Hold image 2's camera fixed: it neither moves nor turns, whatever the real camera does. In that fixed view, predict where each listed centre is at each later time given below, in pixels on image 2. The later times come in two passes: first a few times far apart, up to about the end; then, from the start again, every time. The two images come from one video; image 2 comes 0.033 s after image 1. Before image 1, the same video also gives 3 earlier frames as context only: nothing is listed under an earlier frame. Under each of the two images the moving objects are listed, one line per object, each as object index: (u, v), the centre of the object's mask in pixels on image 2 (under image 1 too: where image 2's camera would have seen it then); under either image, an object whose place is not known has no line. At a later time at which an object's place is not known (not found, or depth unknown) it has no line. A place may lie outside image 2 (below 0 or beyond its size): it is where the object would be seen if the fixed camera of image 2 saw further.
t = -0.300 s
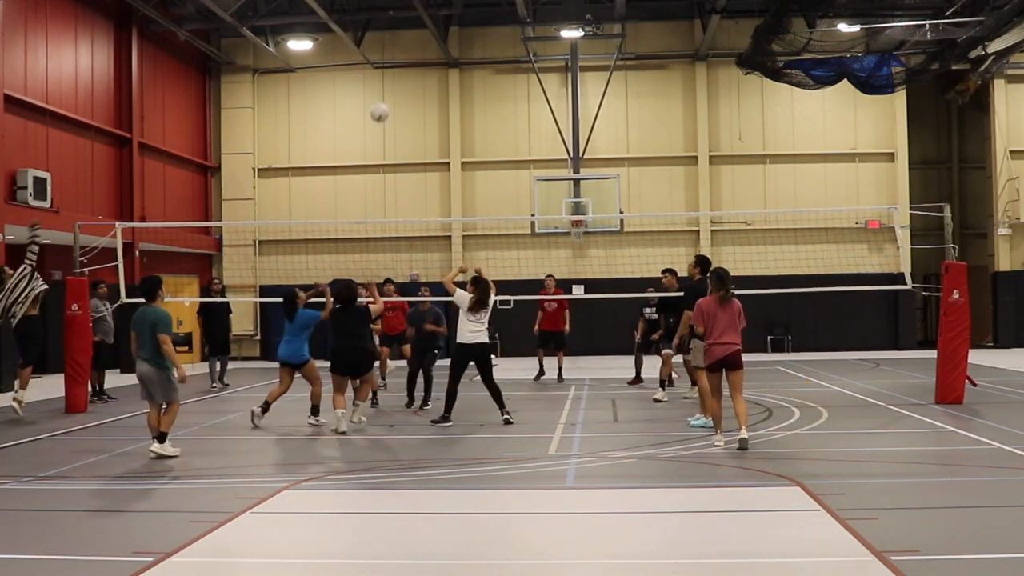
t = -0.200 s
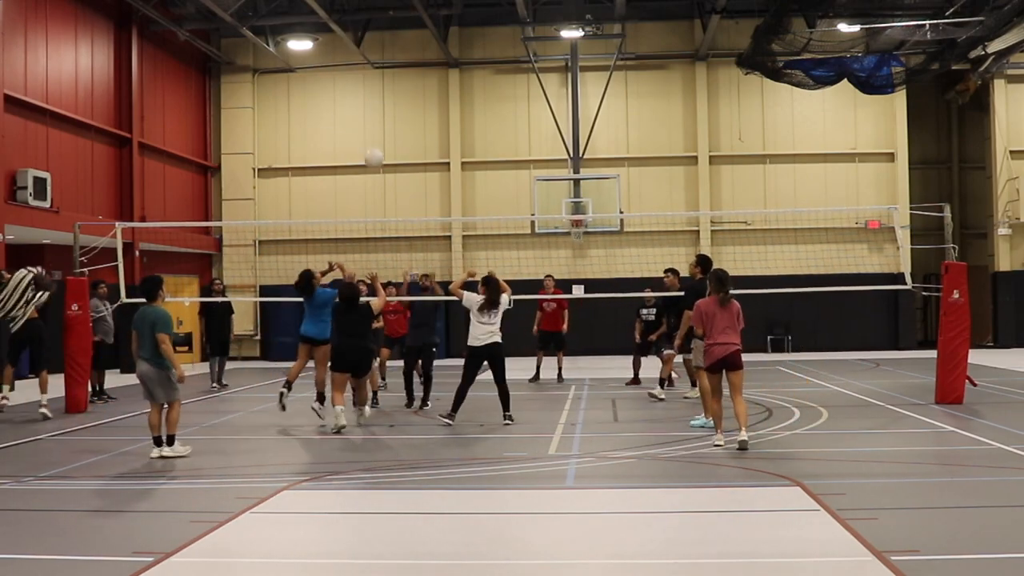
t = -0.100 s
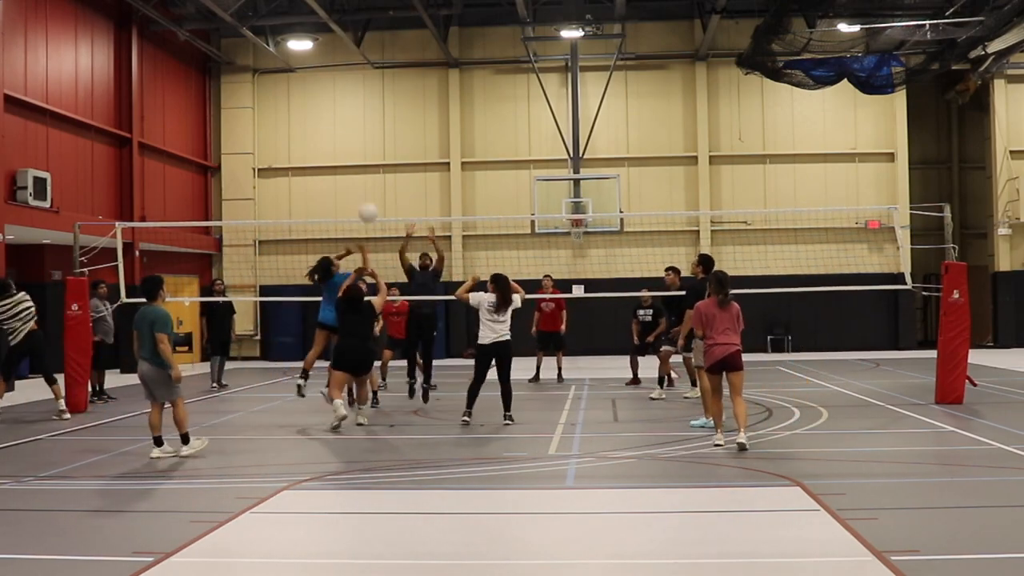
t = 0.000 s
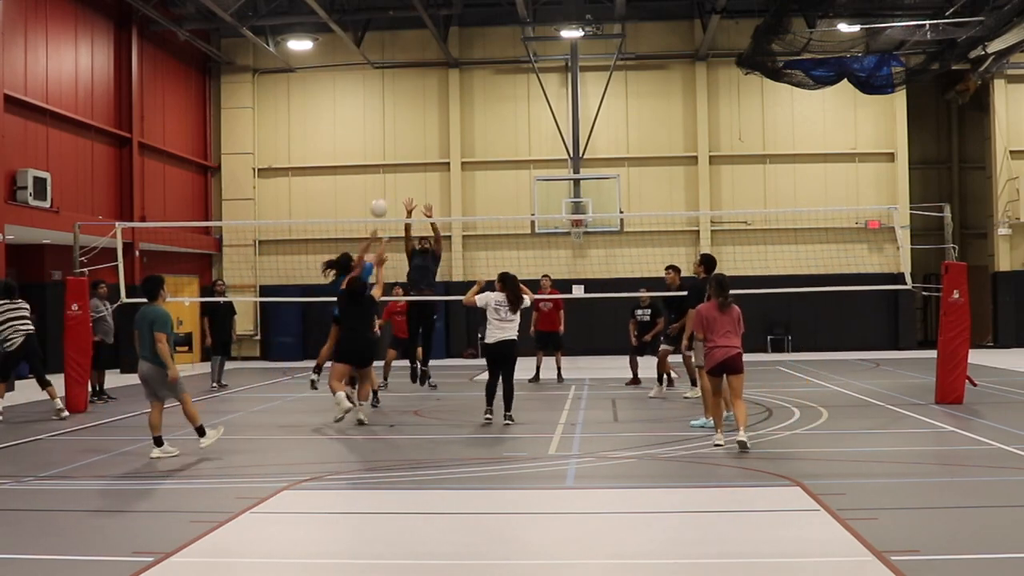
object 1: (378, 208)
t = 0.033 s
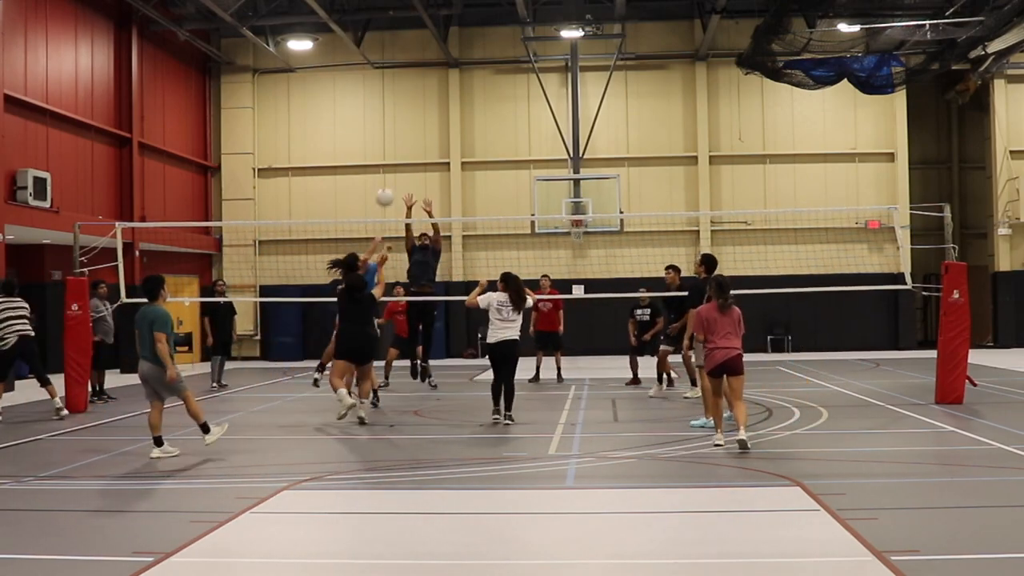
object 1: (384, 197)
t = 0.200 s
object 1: (410, 160)
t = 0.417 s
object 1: (439, 151)
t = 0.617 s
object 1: (461, 171)
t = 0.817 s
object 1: (479, 211)
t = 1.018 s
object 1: (495, 272)
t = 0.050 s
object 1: (387, 192)
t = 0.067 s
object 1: (390, 188)
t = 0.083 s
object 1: (392, 183)
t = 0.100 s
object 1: (395, 179)
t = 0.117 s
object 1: (398, 175)
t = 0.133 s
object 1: (401, 172)
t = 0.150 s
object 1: (403, 169)
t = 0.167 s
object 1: (405, 166)
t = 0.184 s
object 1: (408, 163)
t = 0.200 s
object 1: (410, 160)
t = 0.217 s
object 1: (413, 159)
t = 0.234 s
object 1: (416, 157)
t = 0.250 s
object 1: (418, 156)
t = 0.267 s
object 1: (420, 154)
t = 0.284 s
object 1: (422, 153)
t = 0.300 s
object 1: (424, 152)
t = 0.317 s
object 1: (427, 151)
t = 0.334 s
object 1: (429, 150)
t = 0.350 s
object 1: (431, 150)
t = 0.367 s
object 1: (433, 150)
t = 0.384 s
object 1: (435, 150)
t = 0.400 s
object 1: (437, 150)
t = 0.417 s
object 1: (439, 151)
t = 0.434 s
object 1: (441, 151)
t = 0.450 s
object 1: (443, 153)
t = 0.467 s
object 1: (445, 154)
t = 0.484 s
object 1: (447, 155)
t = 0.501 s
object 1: (449, 156)
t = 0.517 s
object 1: (451, 158)
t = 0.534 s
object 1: (453, 160)
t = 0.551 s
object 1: (454, 162)
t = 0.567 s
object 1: (457, 164)
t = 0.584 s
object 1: (458, 166)
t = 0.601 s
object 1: (460, 168)
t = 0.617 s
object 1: (461, 171)
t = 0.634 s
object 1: (463, 174)
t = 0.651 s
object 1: (465, 176)
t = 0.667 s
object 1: (466, 179)
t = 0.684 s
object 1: (468, 183)
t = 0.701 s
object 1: (469, 186)
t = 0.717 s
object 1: (471, 189)
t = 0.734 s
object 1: (473, 193)
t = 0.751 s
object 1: (474, 197)
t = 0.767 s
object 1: (475, 200)
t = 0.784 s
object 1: (477, 204)
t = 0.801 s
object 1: (478, 208)
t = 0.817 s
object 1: (479, 211)
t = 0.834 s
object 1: (481, 217)
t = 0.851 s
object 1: (482, 222)
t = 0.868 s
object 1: (483, 226)
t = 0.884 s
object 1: (486, 230)
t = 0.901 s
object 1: (487, 234)
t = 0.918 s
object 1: (488, 239)
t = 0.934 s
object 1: (489, 245)
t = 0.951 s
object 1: (491, 250)
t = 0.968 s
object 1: (492, 255)
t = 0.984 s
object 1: (493, 261)
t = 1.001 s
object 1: (494, 266)
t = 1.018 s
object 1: (495, 272)
